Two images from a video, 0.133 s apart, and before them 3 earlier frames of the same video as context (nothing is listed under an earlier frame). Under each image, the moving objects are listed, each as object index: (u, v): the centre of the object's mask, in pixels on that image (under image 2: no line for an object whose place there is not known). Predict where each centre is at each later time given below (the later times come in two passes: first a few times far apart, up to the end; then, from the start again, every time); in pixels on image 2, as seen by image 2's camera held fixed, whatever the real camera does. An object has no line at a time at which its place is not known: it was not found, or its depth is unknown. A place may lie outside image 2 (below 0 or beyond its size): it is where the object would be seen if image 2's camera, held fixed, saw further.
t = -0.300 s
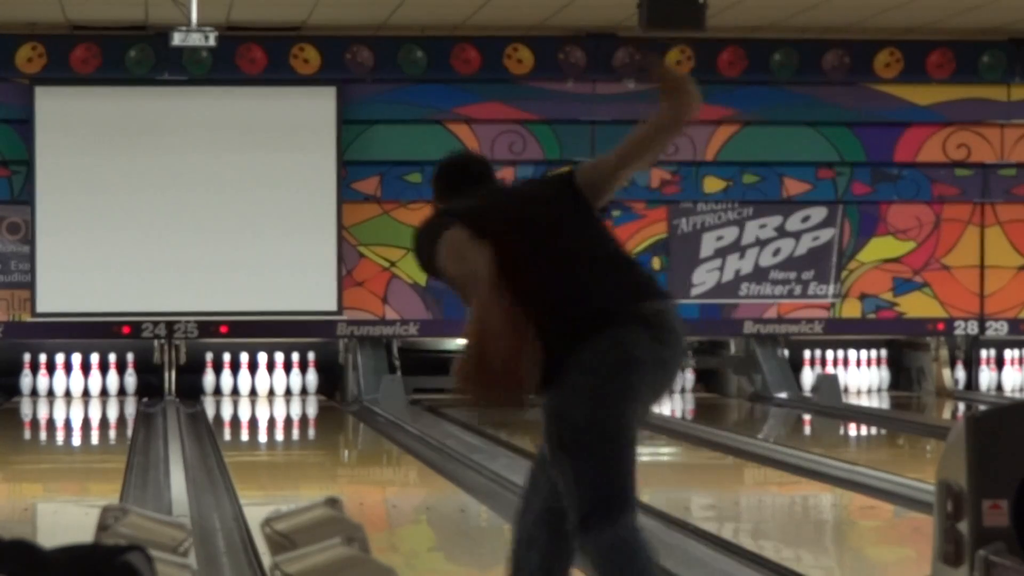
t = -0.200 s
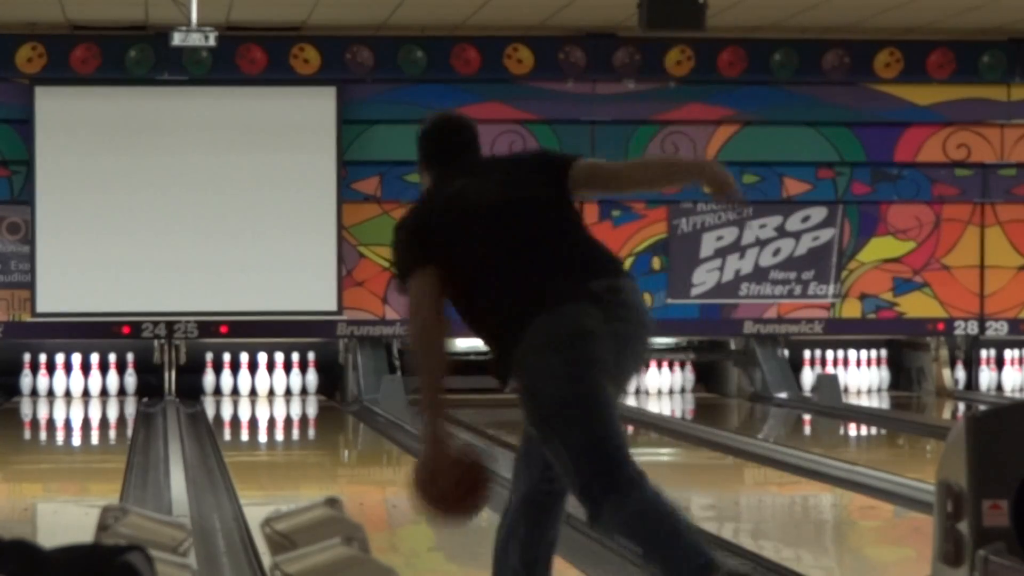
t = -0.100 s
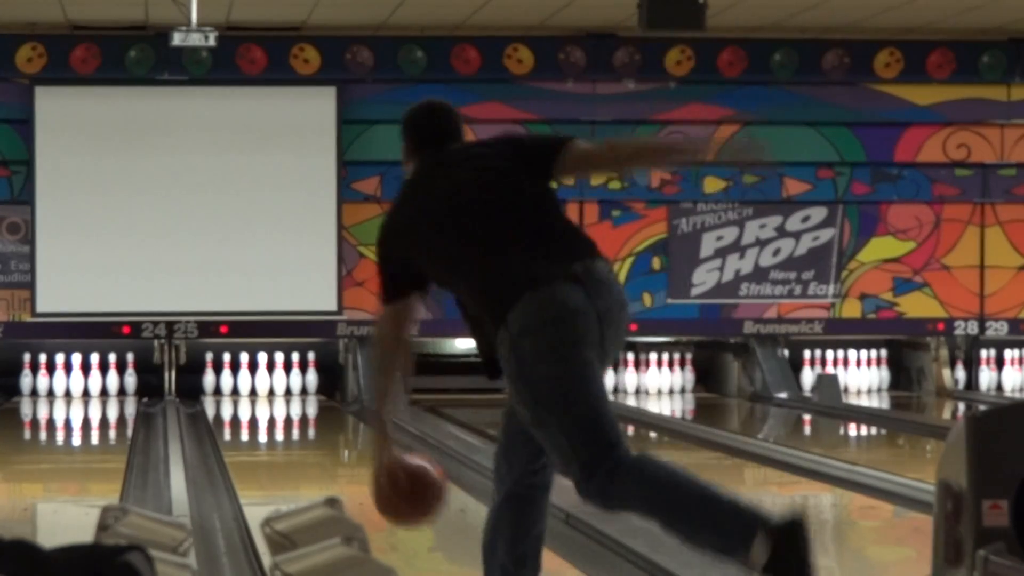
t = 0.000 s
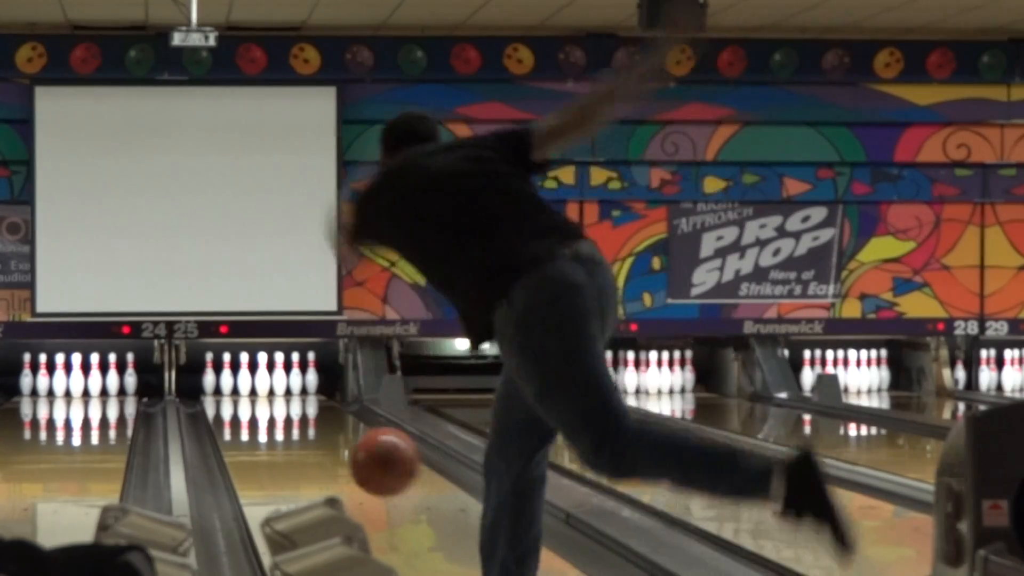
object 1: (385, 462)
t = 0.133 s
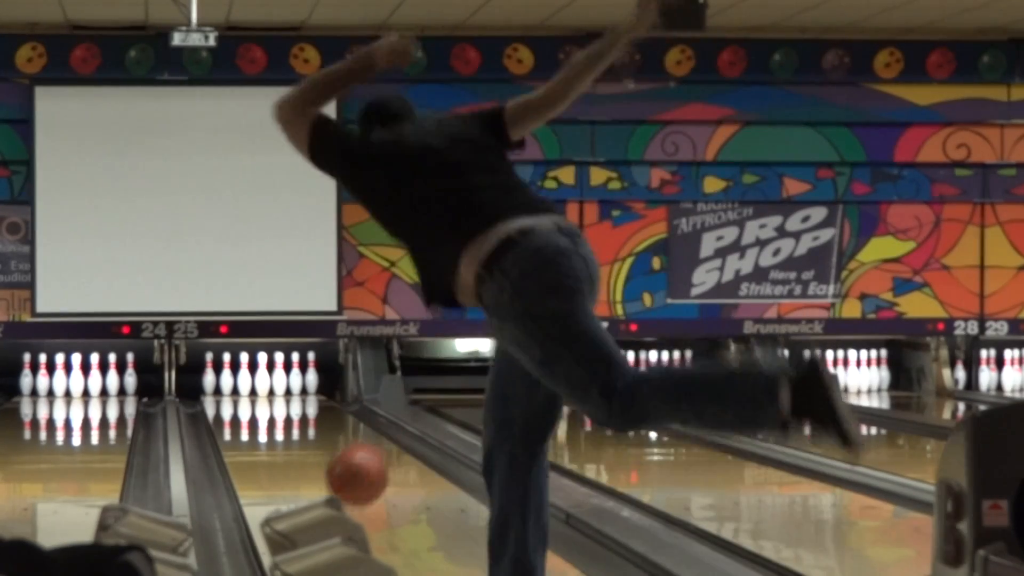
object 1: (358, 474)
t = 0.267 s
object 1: (343, 499)
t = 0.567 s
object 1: (299, 476)
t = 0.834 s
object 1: (278, 452)
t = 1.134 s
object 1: (262, 432)
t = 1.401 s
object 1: (252, 417)
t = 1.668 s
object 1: (245, 406)
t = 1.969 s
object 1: (244, 395)
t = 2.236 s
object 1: (248, 387)
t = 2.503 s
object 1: (242, 382)
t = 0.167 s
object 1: (353, 483)
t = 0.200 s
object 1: (350, 492)
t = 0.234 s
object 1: (350, 502)
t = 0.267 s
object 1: (343, 499)
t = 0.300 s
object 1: (334, 494)
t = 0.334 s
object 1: (328, 491)
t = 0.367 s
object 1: (321, 489)
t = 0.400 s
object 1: (316, 487)
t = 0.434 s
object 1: (312, 485)
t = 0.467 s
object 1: (308, 483)
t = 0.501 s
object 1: (305, 481)
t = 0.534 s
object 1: (302, 479)
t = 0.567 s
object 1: (299, 476)
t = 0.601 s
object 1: (296, 472)
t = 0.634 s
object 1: (293, 468)
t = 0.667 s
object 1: (290, 465)
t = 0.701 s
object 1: (288, 462)
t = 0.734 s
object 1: (286, 460)
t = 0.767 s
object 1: (283, 457)
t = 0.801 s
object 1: (281, 455)
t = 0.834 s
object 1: (278, 452)
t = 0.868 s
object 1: (276, 449)
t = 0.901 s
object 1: (274, 447)
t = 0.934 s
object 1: (273, 445)
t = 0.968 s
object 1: (270, 442)
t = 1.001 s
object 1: (269, 440)
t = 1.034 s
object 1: (267, 438)
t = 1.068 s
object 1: (265, 435)
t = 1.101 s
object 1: (263, 433)
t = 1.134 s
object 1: (262, 432)
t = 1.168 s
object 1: (260, 430)
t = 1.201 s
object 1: (259, 427)
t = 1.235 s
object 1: (258, 426)
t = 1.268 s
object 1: (257, 424)
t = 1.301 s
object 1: (256, 422)
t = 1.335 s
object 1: (255, 420)
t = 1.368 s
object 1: (253, 418)
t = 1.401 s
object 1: (252, 417)
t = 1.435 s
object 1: (251, 415)
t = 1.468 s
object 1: (250, 414)
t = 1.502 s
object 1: (249, 412)
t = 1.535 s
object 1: (248, 412)
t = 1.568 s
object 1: (247, 411)
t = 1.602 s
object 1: (246, 409)
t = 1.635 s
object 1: (246, 406)
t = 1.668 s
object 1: (245, 406)
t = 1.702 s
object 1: (245, 404)
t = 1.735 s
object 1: (244, 403)
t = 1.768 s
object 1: (244, 402)
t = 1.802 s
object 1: (244, 401)
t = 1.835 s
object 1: (244, 400)
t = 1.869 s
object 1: (244, 399)
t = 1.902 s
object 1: (244, 398)
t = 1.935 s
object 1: (244, 396)
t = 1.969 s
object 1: (244, 395)
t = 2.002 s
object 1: (244, 394)
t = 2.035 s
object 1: (244, 393)
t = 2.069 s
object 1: (244, 392)
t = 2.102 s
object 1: (245, 391)
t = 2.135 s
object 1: (246, 390)
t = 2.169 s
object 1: (247, 388)
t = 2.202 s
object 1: (248, 387)
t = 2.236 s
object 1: (248, 387)
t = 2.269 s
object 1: (249, 386)
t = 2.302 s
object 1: (248, 385)
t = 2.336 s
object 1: (246, 384)
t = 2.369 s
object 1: (244, 383)
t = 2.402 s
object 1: (243, 384)
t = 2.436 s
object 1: (242, 383)
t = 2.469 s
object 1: (242, 383)
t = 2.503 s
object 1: (242, 382)
